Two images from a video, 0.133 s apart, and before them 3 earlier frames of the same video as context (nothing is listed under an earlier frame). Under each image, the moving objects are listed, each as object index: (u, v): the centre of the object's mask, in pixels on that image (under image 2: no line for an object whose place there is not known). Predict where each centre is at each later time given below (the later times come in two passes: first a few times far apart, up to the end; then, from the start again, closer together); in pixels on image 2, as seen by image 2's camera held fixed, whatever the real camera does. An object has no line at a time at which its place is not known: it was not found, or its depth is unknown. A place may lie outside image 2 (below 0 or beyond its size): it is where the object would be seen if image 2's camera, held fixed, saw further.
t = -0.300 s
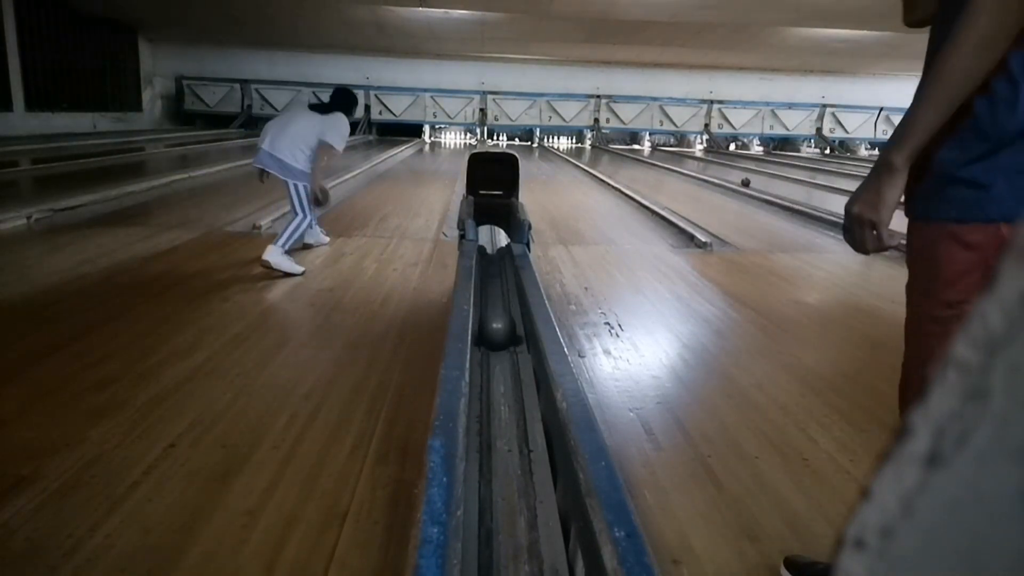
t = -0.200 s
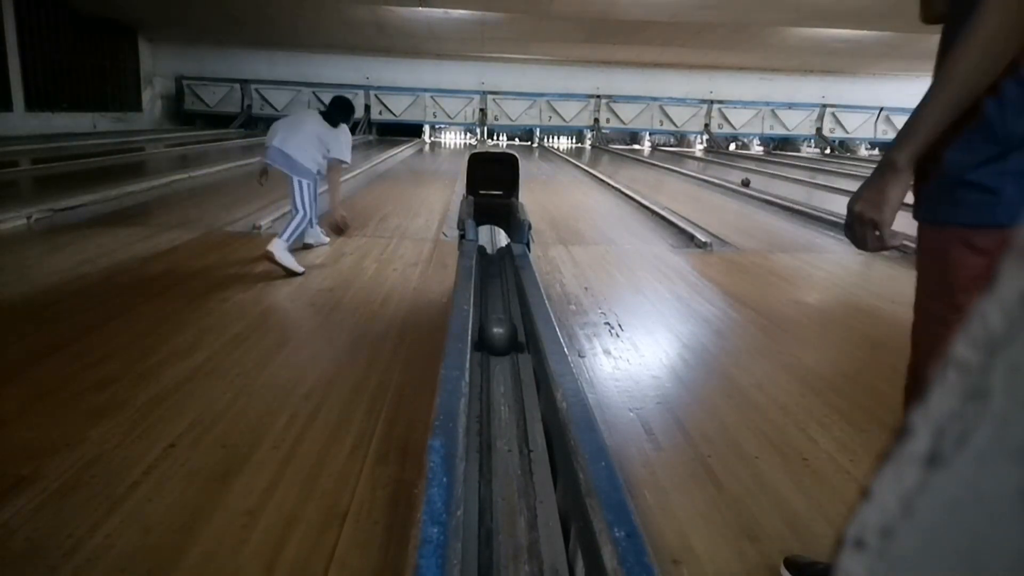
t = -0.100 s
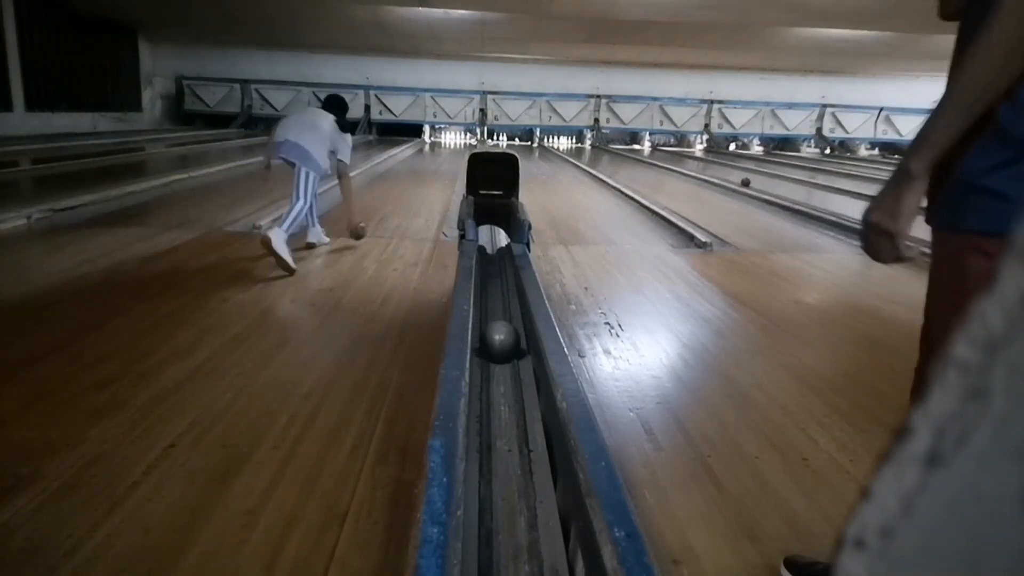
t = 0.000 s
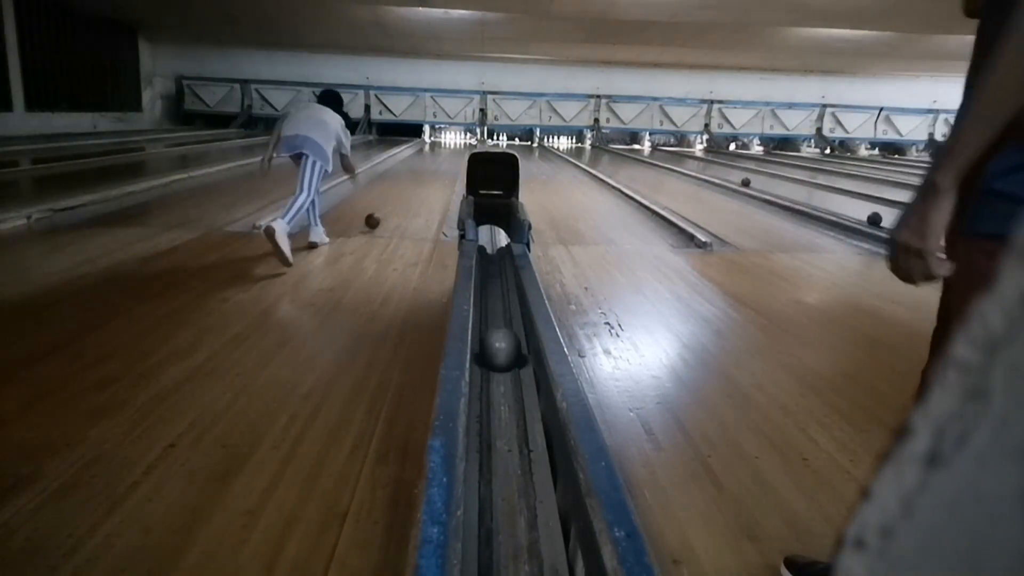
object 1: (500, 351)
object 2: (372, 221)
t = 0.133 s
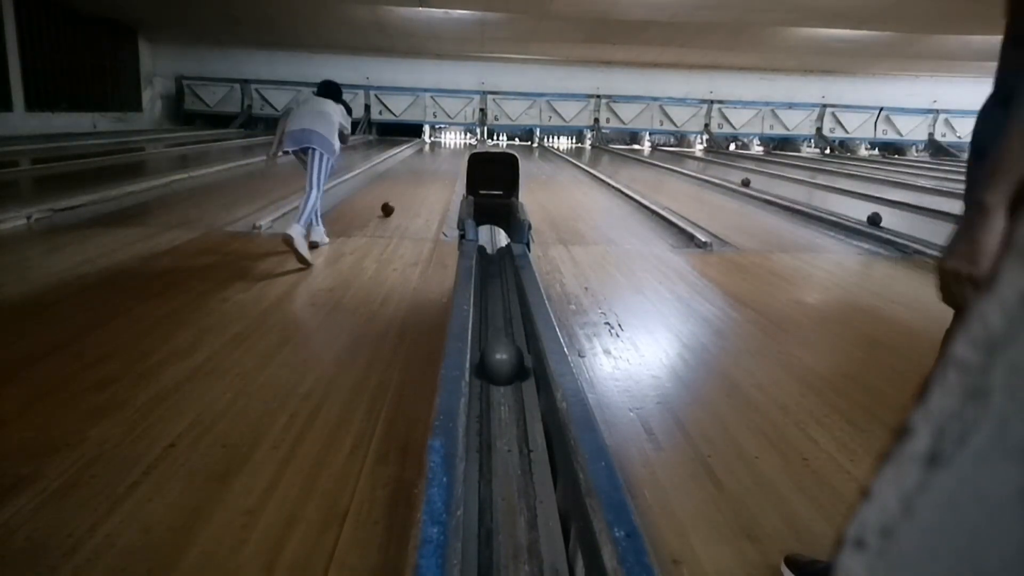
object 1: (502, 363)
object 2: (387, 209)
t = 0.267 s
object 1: (502, 376)
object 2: (399, 199)
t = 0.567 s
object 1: (505, 404)
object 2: (417, 183)
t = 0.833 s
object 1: (509, 455)
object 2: (428, 174)
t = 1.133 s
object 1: (515, 524)
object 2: (439, 166)
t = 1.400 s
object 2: (446, 161)
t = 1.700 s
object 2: (452, 157)
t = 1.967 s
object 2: (456, 154)
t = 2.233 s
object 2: (460, 151)
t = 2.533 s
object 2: (464, 147)
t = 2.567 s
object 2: (463, 147)
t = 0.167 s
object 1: (502, 367)
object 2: (391, 206)
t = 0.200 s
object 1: (502, 370)
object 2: (393, 204)
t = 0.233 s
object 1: (503, 373)
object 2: (396, 201)
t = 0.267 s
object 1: (502, 376)
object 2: (399, 199)
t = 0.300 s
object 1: (502, 379)
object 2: (402, 197)
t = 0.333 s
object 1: (502, 381)
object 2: (404, 195)
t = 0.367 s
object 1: (503, 385)
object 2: (406, 192)
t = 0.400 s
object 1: (503, 390)
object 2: (408, 191)
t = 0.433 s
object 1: (503, 394)
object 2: (410, 189)
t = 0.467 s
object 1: (503, 396)
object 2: (412, 188)
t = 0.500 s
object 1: (505, 403)
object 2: (414, 186)
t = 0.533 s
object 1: (507, 409)
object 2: (416, 185)
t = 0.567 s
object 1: (505, 404)
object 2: (417, 183)
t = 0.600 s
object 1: (505, 418)
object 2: (419, 182)
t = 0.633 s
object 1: (504, 413)
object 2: (420, 181)
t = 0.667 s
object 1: (503, 413)
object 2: (422, 179)
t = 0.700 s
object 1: (503, 415)
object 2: (423, 178)
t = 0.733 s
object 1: (504, 419)
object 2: (425, 177)
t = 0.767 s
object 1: (507, 427)
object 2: (426, 176)
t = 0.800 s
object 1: (510, 449)
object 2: (427, 175)
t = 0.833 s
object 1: (509, 455)
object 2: (428, 174)
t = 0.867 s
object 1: (506, 443)
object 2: (430, 173)
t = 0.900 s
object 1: (506, 447)
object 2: (431, 172)
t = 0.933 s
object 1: (508, 474)
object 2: (432, 171)
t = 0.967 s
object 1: (510, 482)
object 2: (433, 170)
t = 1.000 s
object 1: (512, 489)
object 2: (434, 170)
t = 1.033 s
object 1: (514, 498)
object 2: (435, 169)
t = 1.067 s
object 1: (516, 506)
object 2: (436, 168)
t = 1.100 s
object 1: (515, 515)
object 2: (438, 167)
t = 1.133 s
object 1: (515, 524)
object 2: (439, 166)
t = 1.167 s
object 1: (514, 535)
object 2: (439, 166)
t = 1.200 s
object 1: (513, 543)
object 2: (440, 165)
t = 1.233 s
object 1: (513, 548)
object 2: (441, 165)
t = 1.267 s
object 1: (515, 553)
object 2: (442, 164)
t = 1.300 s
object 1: (517, 557)
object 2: (443, 162)
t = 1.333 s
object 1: (519, 562)
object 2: (444, 162)
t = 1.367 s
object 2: (445, 161)
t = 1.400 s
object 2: (446, 161)
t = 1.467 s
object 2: (447, 160)
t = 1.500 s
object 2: (447, 160)
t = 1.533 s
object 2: (448, 159)
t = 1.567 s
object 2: (449, 159)
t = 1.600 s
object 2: (450, 158)
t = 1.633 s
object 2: (451, 158)
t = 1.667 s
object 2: (451, 157)
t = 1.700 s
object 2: (452, 157)
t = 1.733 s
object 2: (453, 157)
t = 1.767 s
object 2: (453, 156)
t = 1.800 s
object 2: (454, 155)
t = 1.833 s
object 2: (454, 155)
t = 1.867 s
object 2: (455, 155)
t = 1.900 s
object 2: (455, 154)
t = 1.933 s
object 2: (456, 154)
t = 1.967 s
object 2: (456, 154)
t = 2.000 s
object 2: (456, 154)
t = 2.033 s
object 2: (457, 153)
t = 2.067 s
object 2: (458, 152)
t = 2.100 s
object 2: (458, 152)
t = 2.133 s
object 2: (459, 152)
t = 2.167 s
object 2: (459, 151)
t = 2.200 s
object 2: (460, 151)
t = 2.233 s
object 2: (460, 151)
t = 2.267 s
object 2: (460, 151)
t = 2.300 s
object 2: (461, 150)
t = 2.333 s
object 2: (461, 150)
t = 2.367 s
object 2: (462, 149)
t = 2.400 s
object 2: (462, 149)
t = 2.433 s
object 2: (463, 148)
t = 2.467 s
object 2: (463, 148)
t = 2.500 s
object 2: (463, 148)
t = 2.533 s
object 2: (464, 147)
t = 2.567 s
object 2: (463, 147)
